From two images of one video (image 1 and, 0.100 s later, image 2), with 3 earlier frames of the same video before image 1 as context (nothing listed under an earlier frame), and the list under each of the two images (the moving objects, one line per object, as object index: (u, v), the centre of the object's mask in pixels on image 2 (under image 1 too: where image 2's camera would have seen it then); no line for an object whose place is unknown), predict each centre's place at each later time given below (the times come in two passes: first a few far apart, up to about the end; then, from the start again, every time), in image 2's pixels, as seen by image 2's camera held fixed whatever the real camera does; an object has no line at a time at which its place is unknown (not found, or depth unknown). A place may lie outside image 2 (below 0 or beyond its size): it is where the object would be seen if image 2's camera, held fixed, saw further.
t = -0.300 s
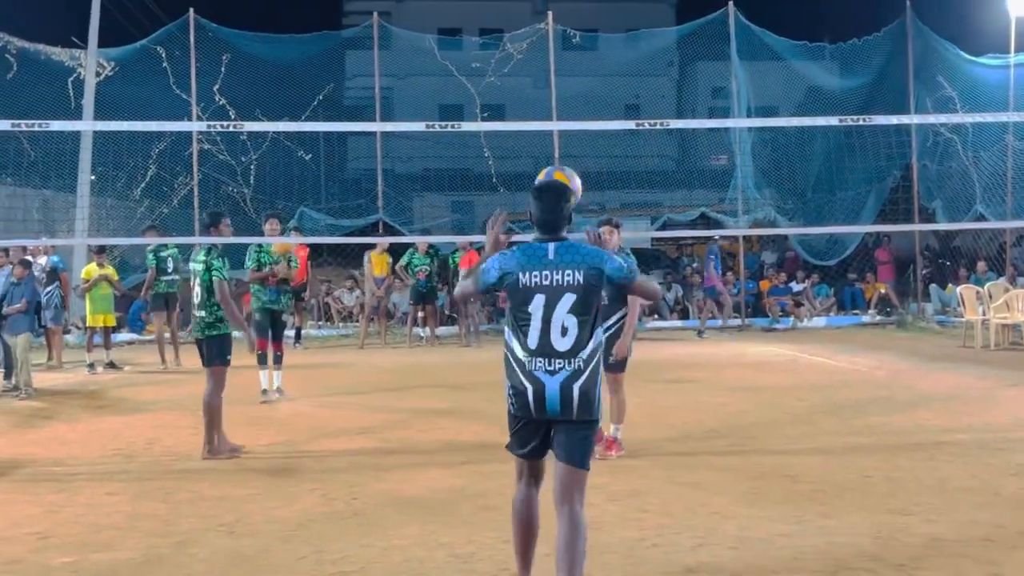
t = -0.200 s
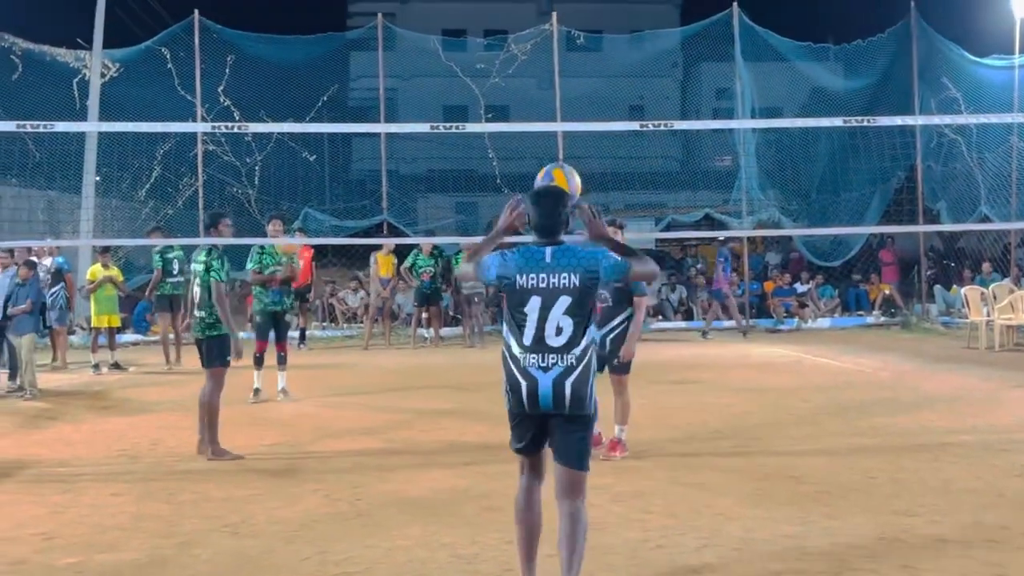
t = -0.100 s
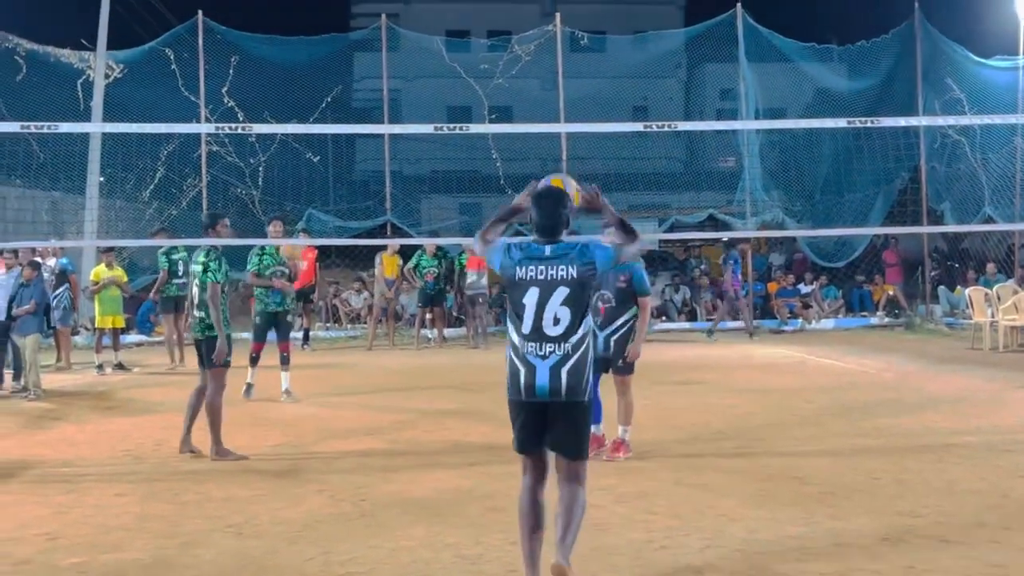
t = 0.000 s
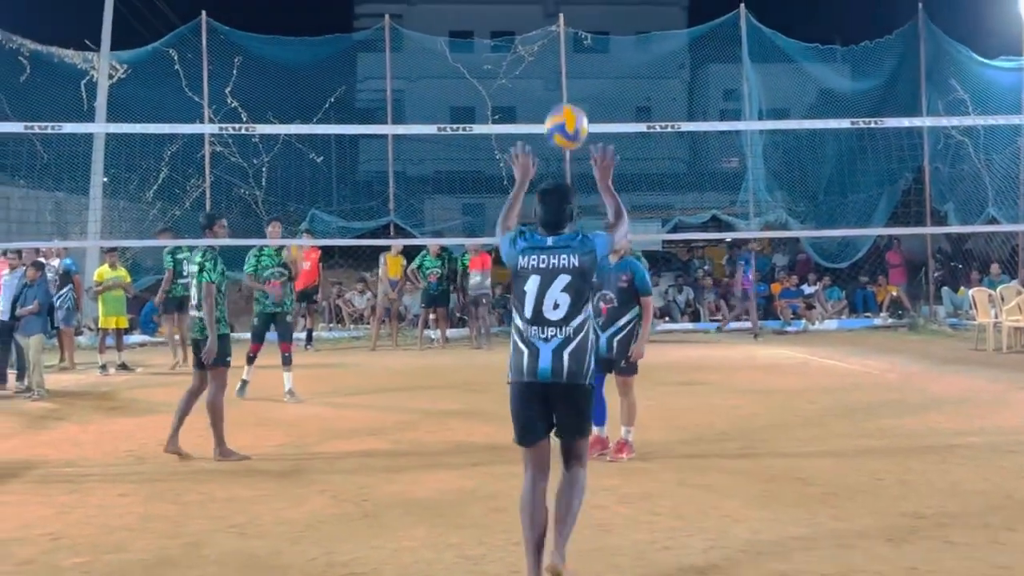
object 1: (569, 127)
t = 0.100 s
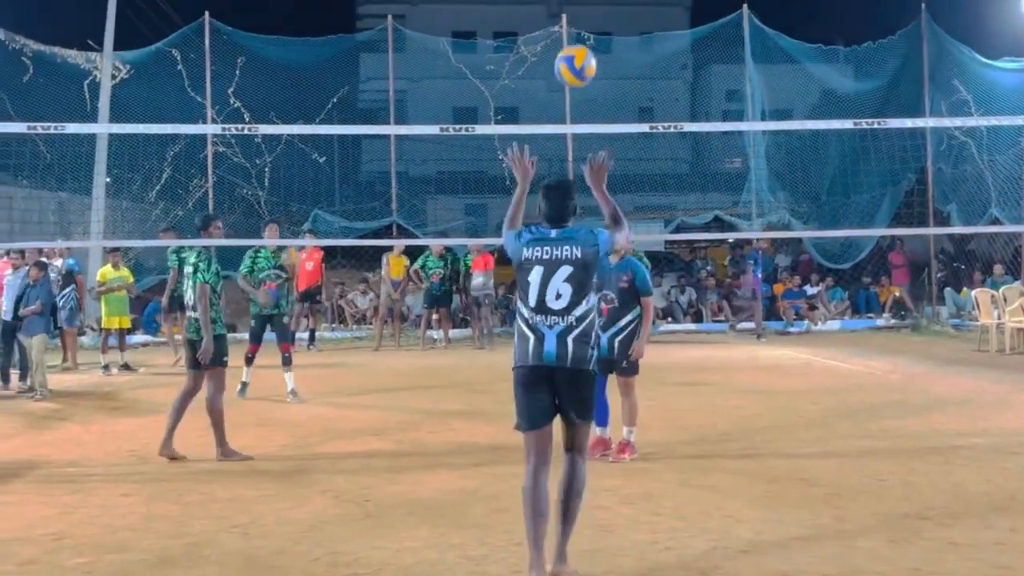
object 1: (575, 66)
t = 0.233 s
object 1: (584, 22)
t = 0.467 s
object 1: (597, 27)
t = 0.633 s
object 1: (608, 77)
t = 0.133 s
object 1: (577, 51)
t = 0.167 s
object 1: (579, 39)
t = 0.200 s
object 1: (582, 29)
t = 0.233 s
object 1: (584, 22)
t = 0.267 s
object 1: (586, 18)
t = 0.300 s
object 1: (587, 15)
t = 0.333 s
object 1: (589, 15)
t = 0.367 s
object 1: (591, 16)
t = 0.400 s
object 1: (593, 17)
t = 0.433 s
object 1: (595, 21)
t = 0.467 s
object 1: (597, 27)
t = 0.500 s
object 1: (599, 34)
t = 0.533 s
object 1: (602, 43)
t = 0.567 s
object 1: (604, 53)
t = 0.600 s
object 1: (606, 65)
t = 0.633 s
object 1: (608, 77)
